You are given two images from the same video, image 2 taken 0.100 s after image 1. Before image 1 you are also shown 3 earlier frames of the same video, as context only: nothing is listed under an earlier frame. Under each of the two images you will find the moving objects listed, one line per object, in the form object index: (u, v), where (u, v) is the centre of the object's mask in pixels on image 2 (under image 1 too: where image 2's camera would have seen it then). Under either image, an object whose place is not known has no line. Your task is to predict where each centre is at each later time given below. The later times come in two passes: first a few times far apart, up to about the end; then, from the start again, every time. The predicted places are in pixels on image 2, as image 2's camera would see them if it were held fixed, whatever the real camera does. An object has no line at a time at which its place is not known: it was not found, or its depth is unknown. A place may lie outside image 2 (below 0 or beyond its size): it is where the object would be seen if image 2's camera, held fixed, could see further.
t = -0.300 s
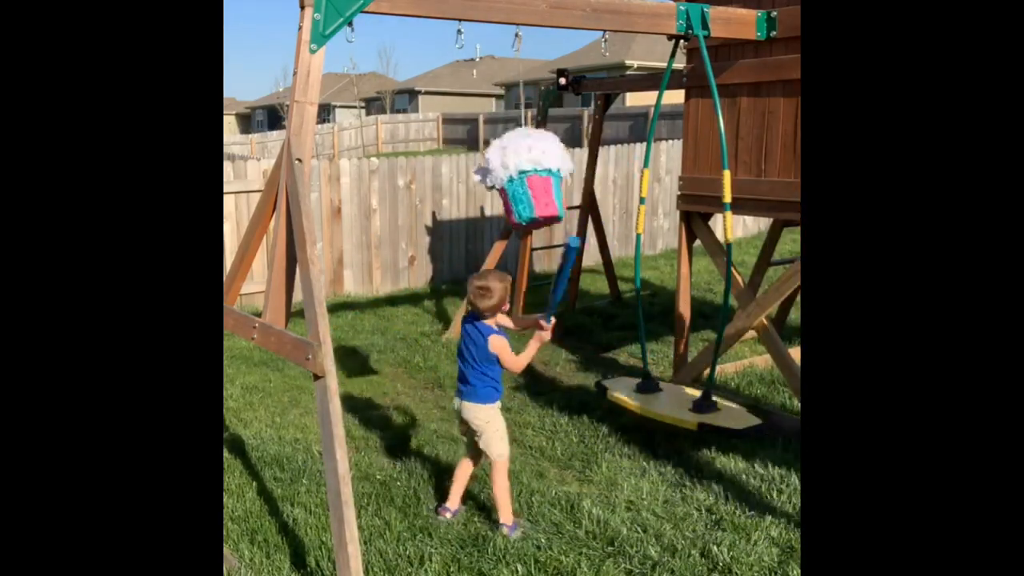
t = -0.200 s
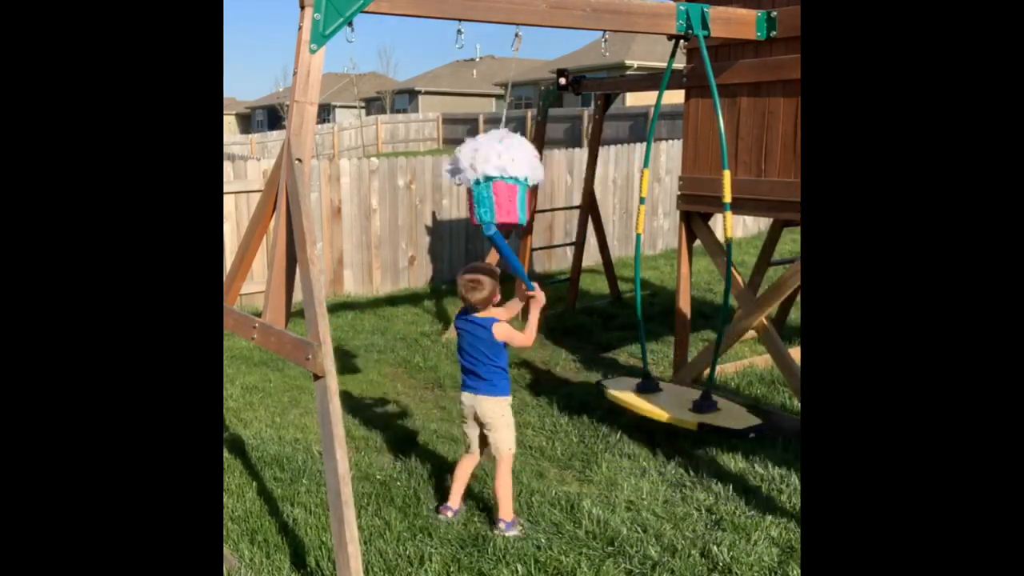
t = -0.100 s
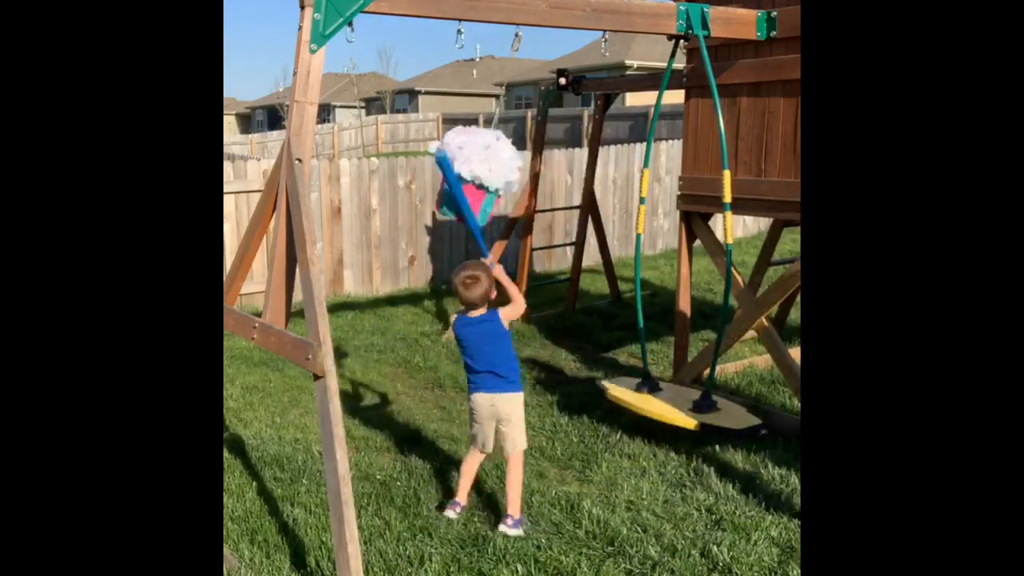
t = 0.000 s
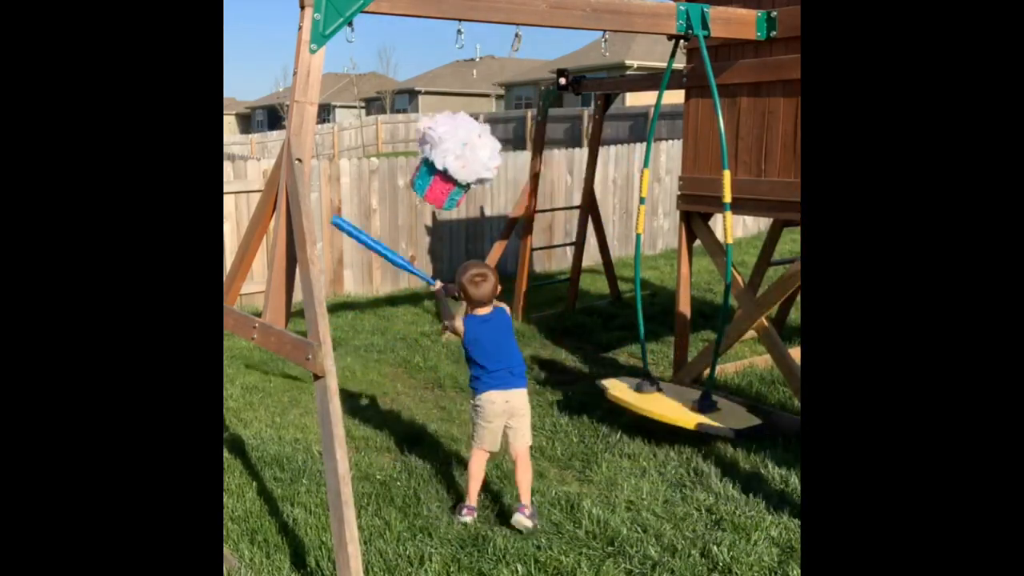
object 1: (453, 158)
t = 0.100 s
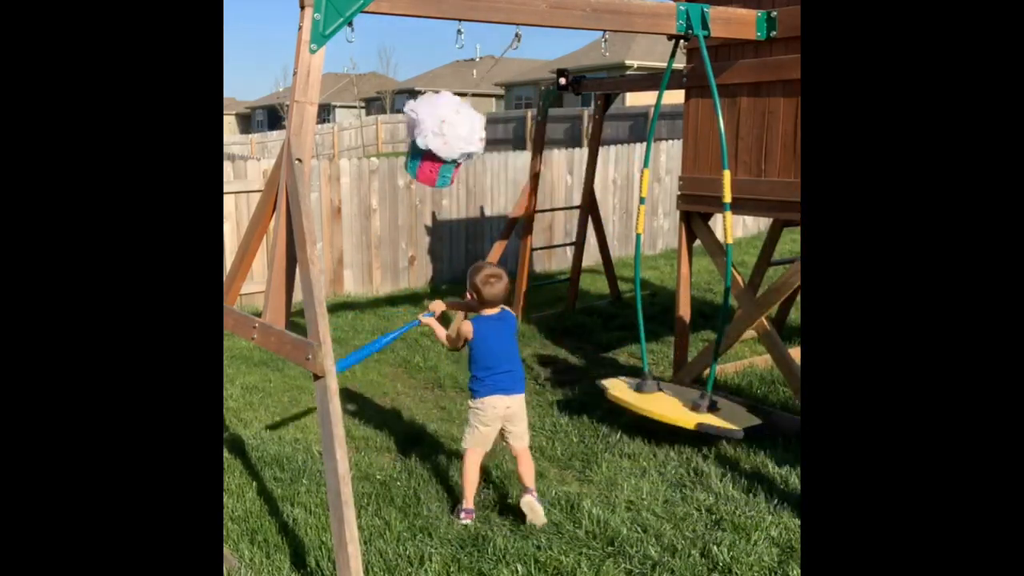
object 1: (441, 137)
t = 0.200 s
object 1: (445, 125)
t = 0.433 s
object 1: (481, 137)
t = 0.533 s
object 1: (499, 153)
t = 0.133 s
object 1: (442, 131)
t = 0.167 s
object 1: (443, 128)
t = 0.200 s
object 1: (445, 125)
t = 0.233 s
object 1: (449, 125)
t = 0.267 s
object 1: (455, 125)
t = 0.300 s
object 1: (460, 126)
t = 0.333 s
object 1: (465, 127)
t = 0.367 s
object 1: (470, 129)
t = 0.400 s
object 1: (475, 132)
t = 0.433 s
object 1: (481, 137)
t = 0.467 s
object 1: (486, 142)
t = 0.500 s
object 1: (492, 147)
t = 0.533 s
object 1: (499, 153)
